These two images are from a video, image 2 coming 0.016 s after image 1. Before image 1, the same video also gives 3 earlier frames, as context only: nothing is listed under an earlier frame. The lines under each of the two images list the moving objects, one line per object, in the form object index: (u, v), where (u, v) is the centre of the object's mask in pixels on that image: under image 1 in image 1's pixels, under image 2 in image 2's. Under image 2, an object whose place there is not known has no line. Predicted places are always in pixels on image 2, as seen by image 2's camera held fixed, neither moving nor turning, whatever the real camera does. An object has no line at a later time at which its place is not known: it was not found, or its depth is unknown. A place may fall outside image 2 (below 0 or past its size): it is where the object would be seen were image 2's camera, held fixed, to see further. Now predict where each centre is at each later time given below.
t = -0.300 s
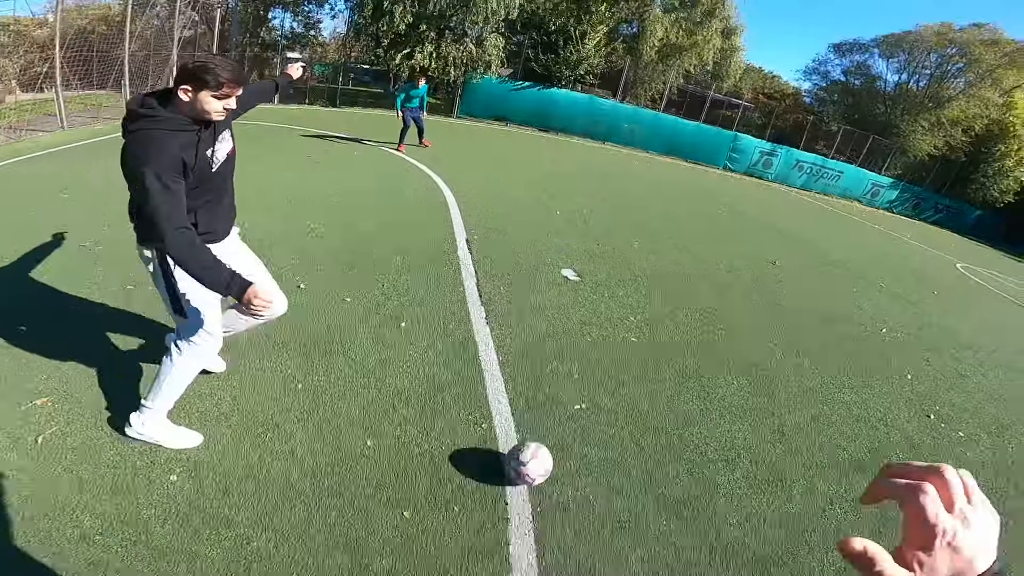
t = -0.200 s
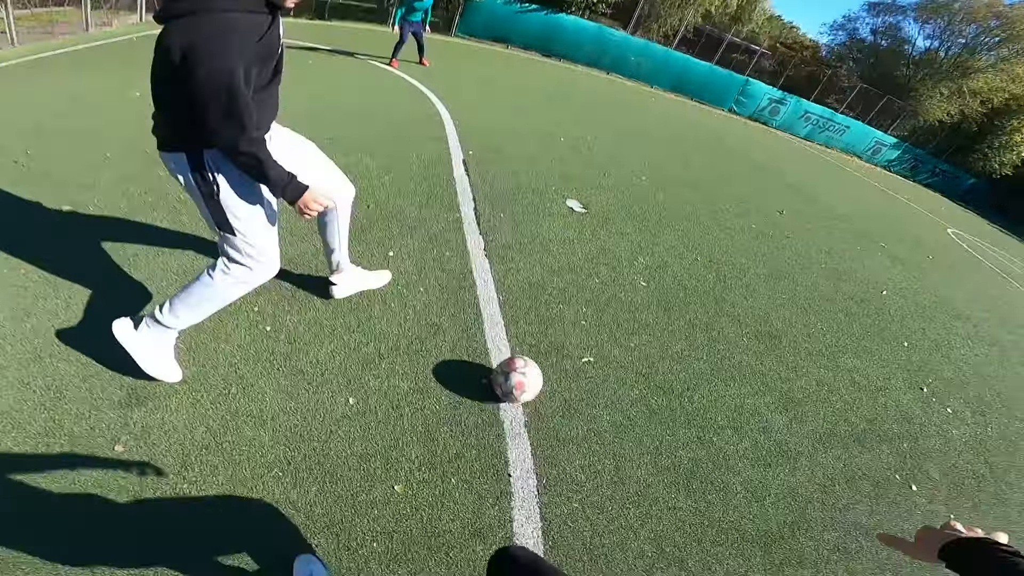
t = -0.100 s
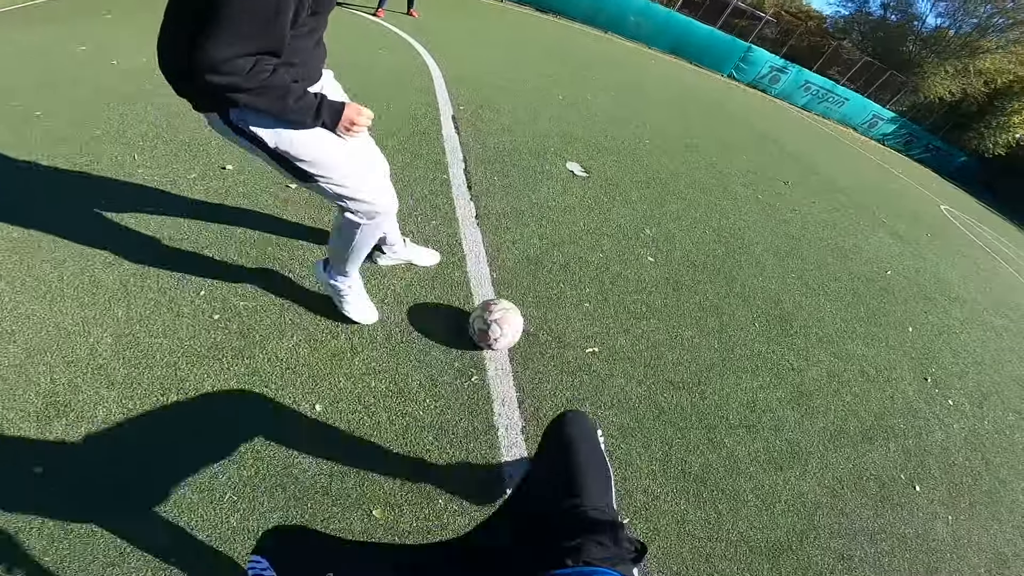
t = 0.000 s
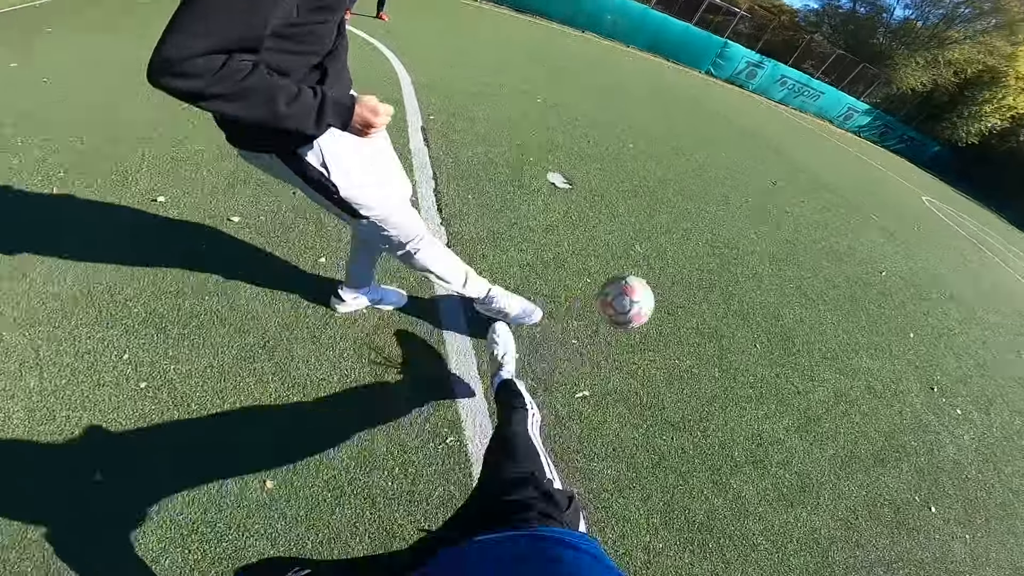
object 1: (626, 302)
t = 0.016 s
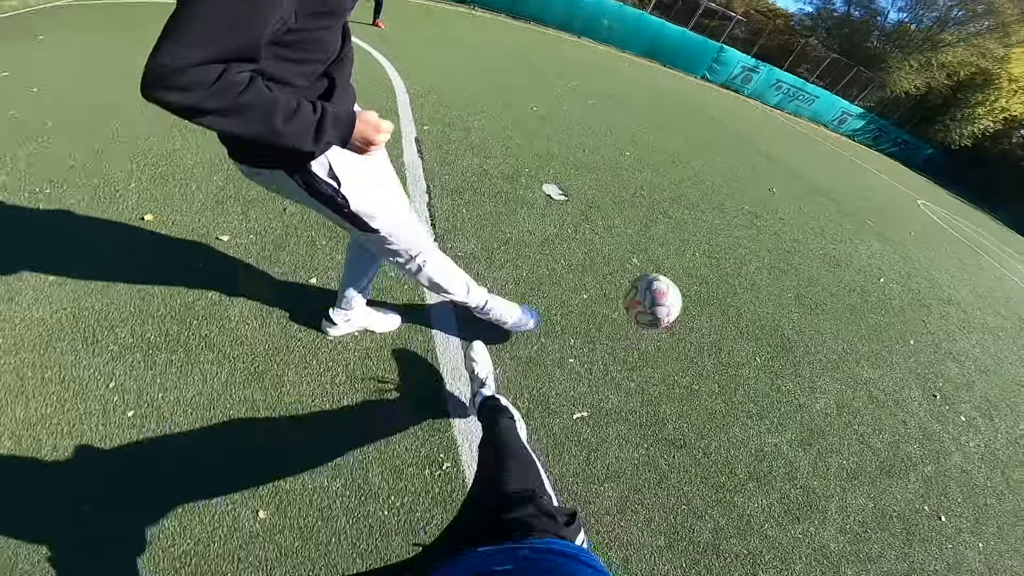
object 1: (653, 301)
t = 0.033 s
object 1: (682, 287)
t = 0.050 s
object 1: (707, 274)
